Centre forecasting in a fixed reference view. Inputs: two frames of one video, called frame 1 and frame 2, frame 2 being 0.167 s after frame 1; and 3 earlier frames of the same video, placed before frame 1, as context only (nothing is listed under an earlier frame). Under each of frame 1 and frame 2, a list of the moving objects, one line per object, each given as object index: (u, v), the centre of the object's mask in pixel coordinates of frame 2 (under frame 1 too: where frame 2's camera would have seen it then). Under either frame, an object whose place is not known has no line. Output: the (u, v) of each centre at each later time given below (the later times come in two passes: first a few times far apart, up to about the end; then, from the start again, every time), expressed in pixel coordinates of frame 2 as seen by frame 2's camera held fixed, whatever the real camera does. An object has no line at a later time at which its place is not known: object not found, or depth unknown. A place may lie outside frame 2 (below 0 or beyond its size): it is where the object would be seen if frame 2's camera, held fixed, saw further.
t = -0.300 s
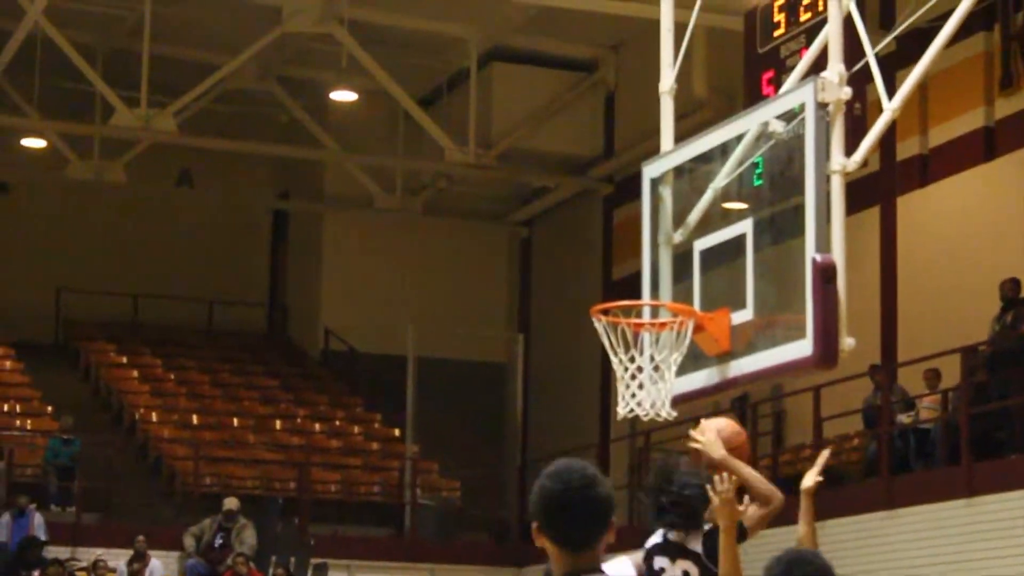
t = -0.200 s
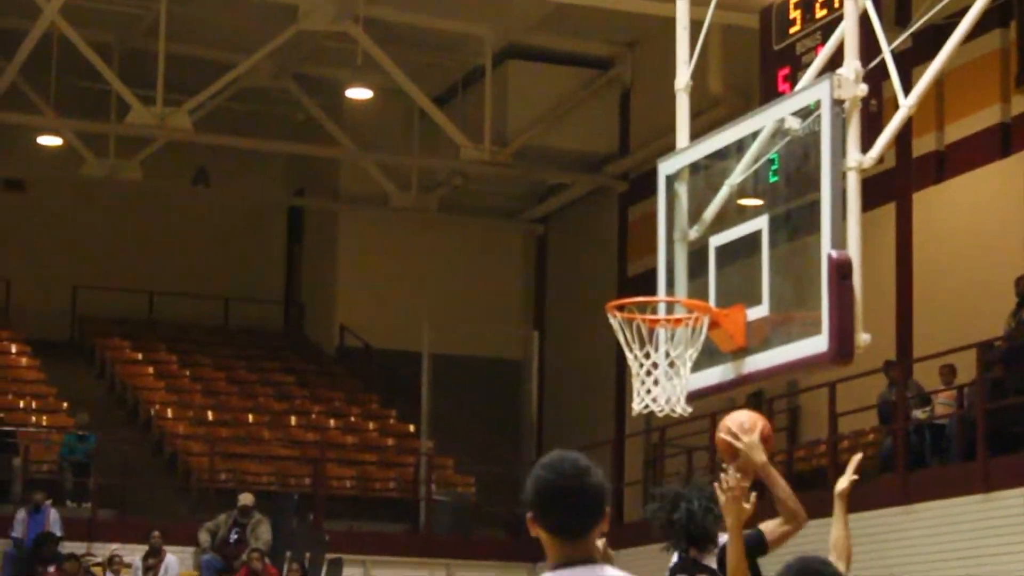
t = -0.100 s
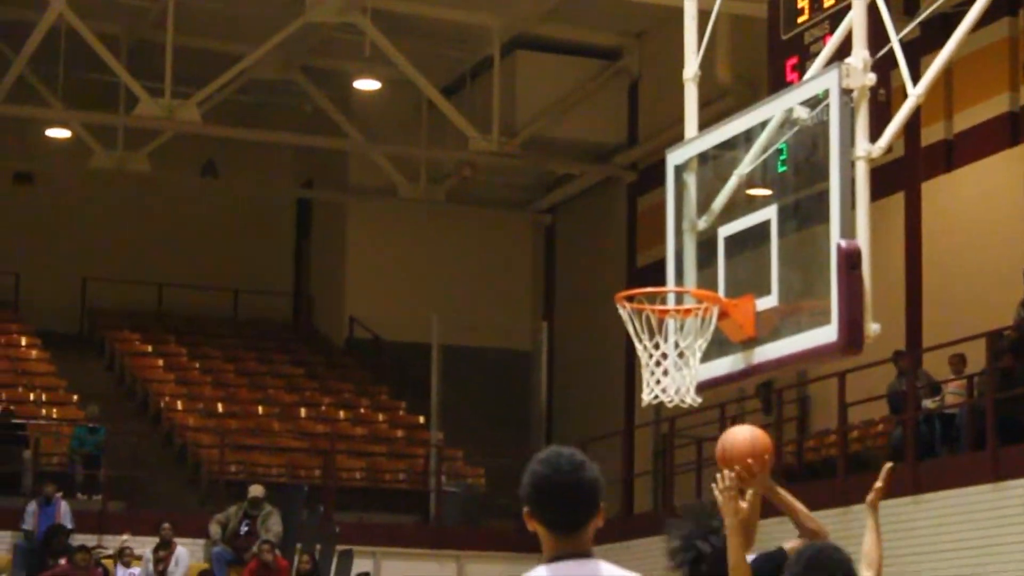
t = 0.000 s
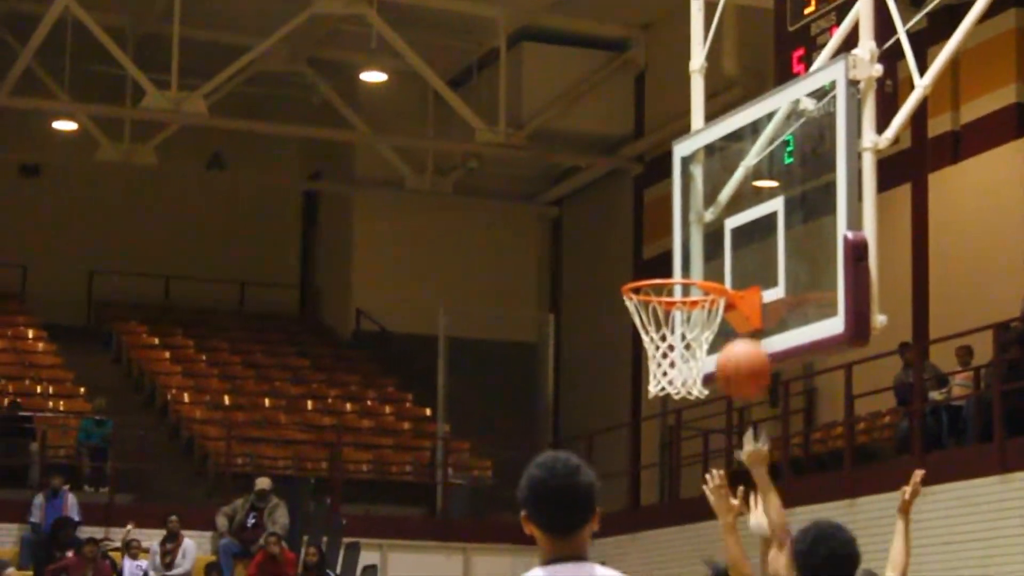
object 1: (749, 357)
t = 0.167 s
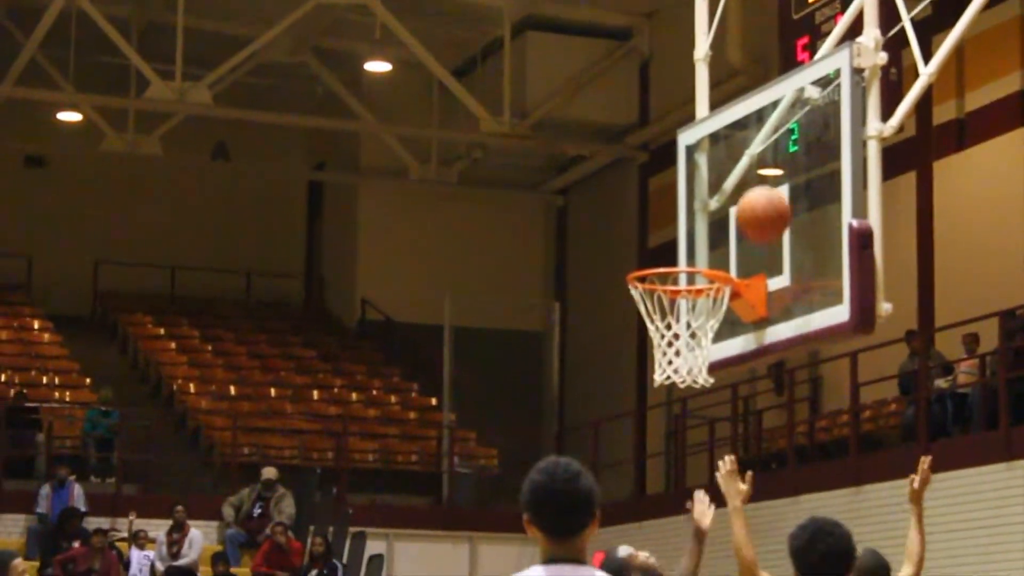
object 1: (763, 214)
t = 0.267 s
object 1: (771, 161)
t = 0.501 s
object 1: (711, 177)
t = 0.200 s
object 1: (766, 194)
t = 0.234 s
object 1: (769, 176)
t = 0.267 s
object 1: (771, 161)
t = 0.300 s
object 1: (767, 154)
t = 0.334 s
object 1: (758, 152)
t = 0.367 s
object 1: (748, 152)
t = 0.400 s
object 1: (738, 155)
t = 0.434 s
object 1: (730, 160)
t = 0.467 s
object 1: (720, 168)
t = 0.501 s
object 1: (711, 177)
